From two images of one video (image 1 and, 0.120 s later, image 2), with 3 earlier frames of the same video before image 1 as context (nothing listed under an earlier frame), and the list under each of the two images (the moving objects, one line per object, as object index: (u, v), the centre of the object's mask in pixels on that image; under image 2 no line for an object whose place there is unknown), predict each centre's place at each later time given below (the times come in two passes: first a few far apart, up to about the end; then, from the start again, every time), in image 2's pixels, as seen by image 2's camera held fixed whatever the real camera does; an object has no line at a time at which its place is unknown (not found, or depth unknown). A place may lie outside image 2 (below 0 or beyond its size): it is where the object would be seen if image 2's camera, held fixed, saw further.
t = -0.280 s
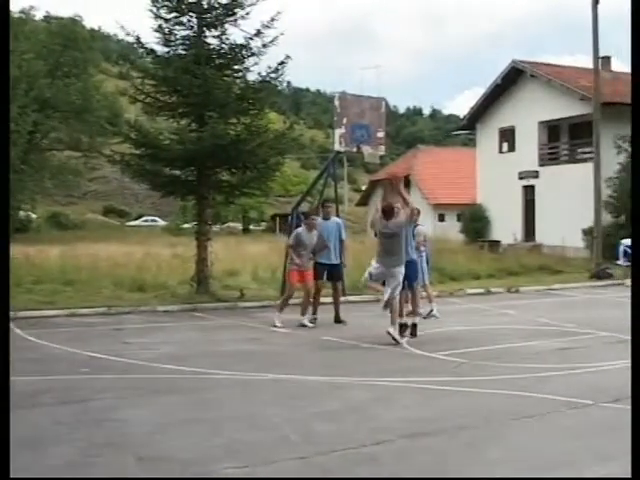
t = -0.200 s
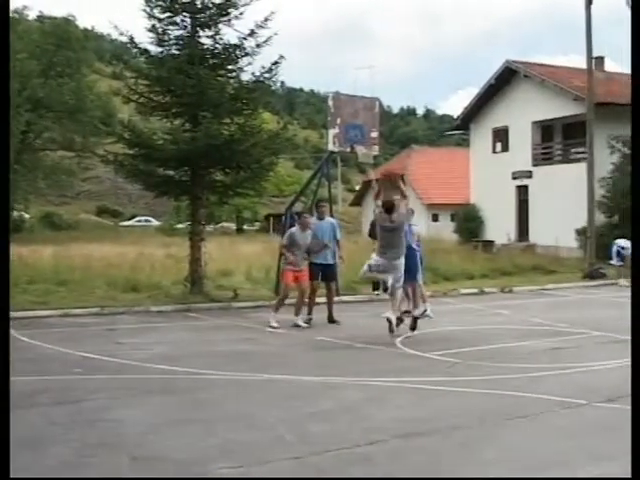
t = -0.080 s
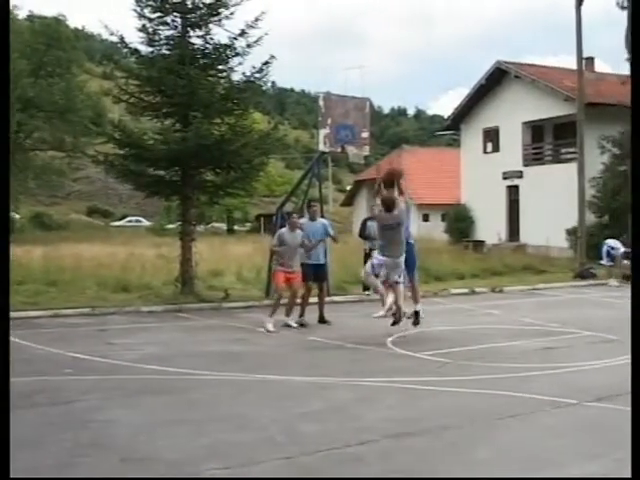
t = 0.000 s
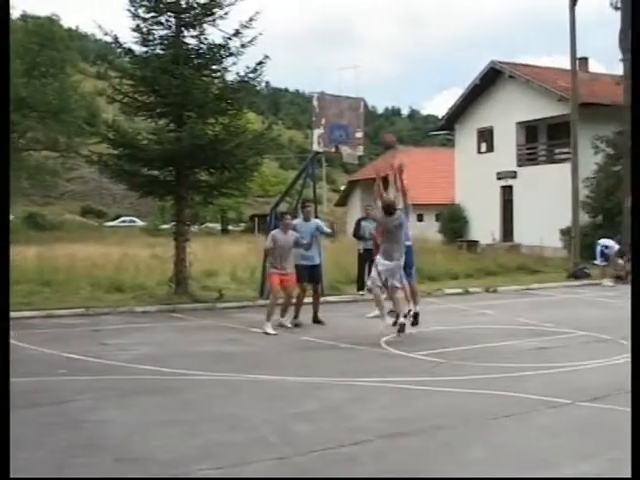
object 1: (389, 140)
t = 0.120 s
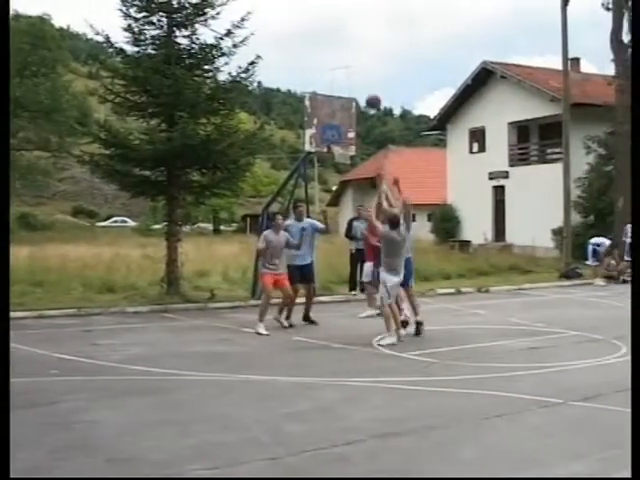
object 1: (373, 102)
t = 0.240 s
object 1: (366, 75)
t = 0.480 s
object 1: (355, 54)
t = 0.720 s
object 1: (345, 68)
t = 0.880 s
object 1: (339, 94)
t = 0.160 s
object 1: (370, 91)
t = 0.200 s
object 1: (368, 82)
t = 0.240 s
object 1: (366, 75)
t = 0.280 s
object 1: (364, 69)
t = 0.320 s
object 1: (362, 63)
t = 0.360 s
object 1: (360, 59)
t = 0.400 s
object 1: (359, 56)
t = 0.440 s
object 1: (357, 54)
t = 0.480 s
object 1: (355, 54)
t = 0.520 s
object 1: (354, 54)
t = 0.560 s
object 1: (352, 55)
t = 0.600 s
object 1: (350, 56)
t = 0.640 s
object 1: (349, 60)
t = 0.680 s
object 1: (347, 63)
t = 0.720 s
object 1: (345, 68)
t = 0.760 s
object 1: (344, 73)
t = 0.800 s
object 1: (342, 79)
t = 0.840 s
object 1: (341, 86)
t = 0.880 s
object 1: (339, 94)
